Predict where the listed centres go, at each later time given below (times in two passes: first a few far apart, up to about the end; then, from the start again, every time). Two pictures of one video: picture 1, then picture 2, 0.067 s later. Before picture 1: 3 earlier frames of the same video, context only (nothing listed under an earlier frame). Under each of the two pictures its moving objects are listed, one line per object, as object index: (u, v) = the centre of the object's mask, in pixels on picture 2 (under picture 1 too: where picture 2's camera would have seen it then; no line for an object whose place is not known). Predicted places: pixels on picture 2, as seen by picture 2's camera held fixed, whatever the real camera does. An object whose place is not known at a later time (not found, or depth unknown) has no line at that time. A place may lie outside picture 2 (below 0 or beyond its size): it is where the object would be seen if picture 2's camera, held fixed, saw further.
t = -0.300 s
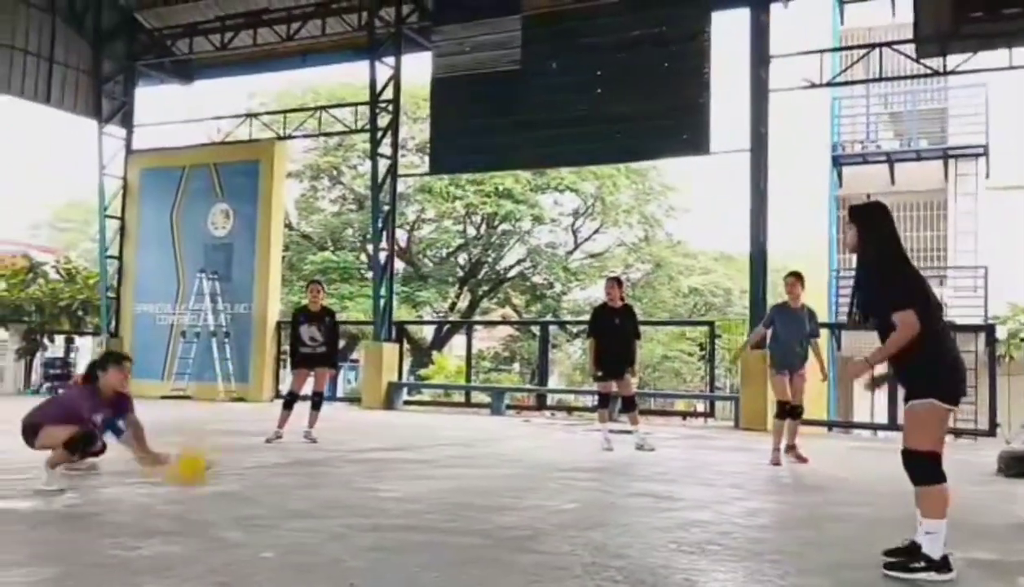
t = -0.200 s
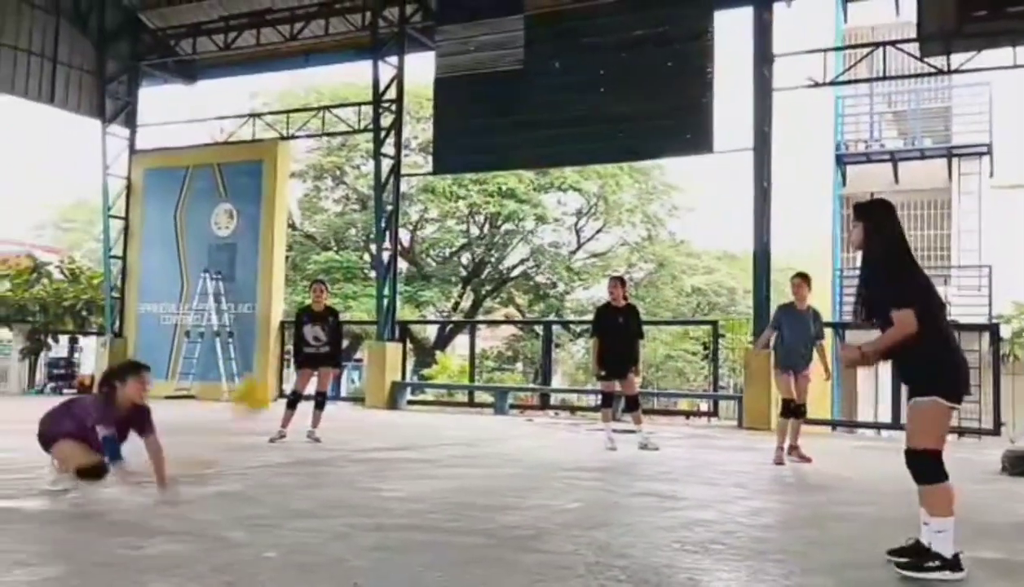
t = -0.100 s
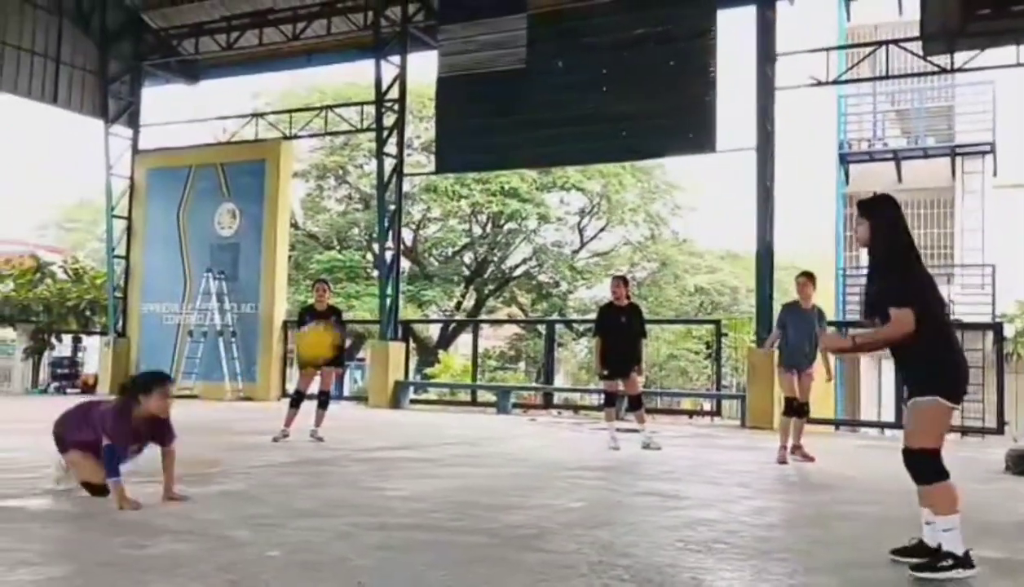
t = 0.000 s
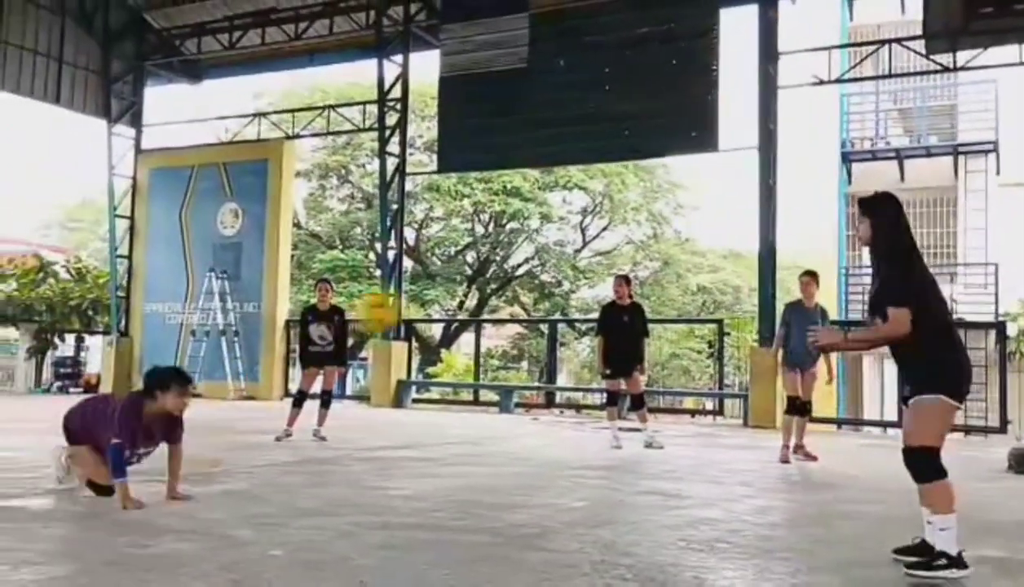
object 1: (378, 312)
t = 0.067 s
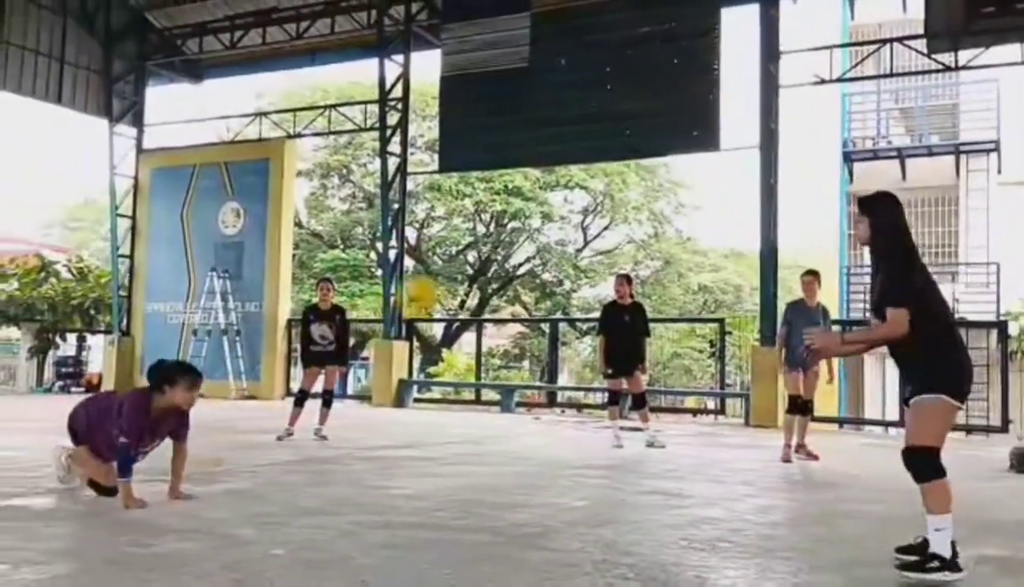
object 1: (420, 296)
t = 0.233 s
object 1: (533, 305)
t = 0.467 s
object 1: (712, 445)
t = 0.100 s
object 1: (441, 293)
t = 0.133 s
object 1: (465, 295)
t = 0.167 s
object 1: (487, 295)
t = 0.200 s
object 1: (509, 299)
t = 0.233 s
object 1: (533, 305)
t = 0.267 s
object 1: (555, 318)
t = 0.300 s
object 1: (584, 333)
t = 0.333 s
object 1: (610, 349)
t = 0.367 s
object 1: (624, 362)
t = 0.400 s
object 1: (649, 383)
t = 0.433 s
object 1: (682, 412)
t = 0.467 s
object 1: (712, 445)
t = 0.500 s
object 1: (737, 476)
